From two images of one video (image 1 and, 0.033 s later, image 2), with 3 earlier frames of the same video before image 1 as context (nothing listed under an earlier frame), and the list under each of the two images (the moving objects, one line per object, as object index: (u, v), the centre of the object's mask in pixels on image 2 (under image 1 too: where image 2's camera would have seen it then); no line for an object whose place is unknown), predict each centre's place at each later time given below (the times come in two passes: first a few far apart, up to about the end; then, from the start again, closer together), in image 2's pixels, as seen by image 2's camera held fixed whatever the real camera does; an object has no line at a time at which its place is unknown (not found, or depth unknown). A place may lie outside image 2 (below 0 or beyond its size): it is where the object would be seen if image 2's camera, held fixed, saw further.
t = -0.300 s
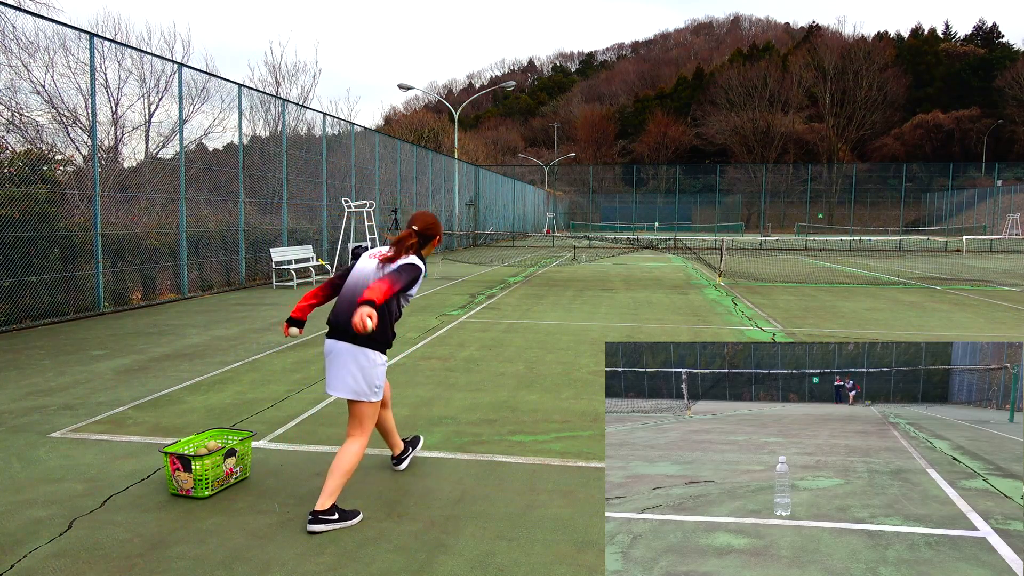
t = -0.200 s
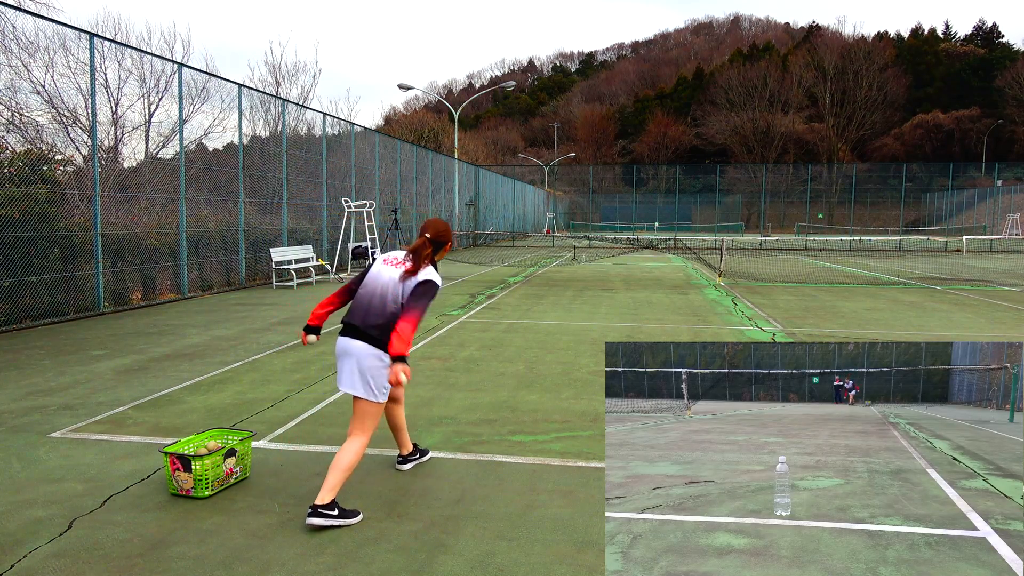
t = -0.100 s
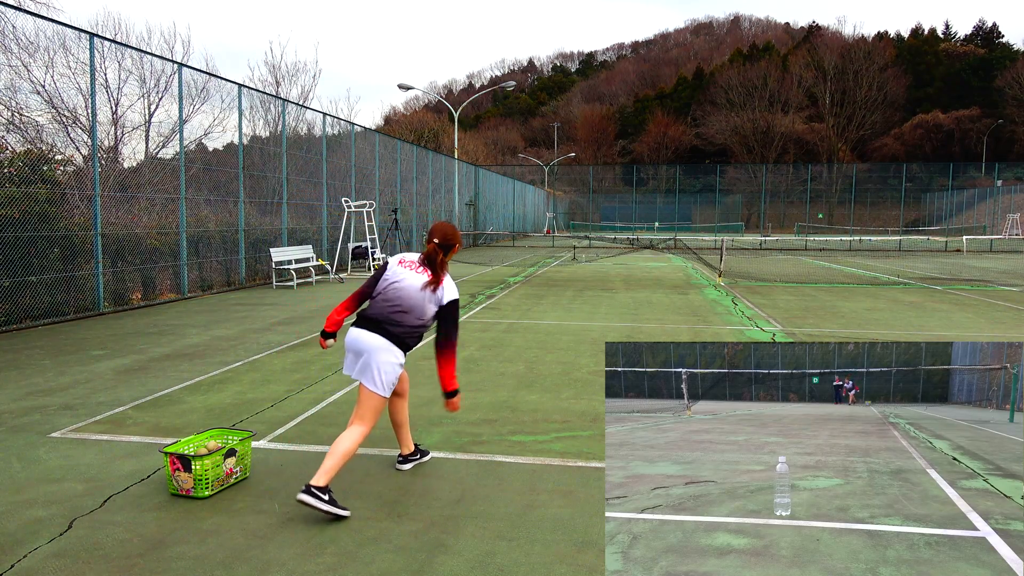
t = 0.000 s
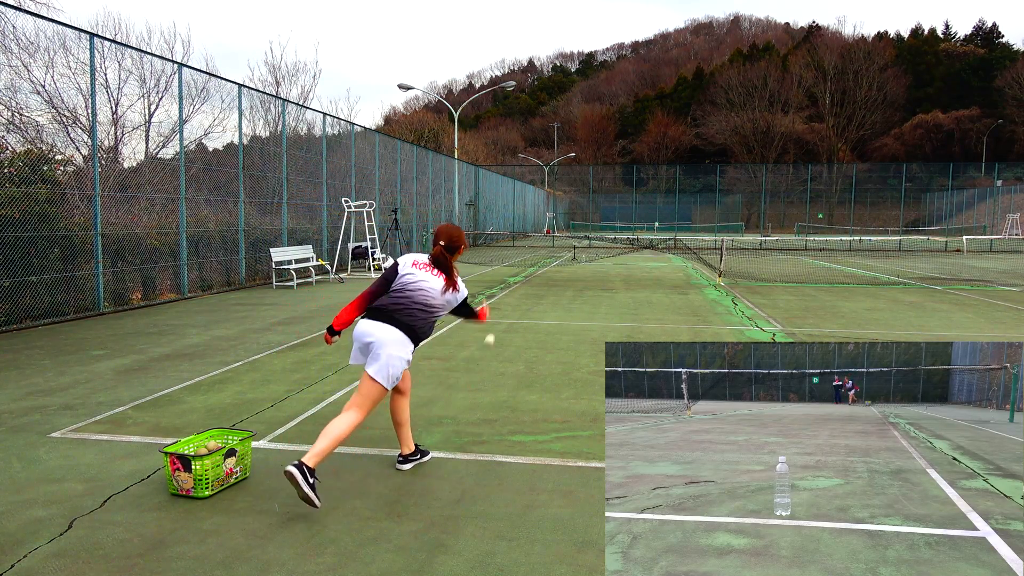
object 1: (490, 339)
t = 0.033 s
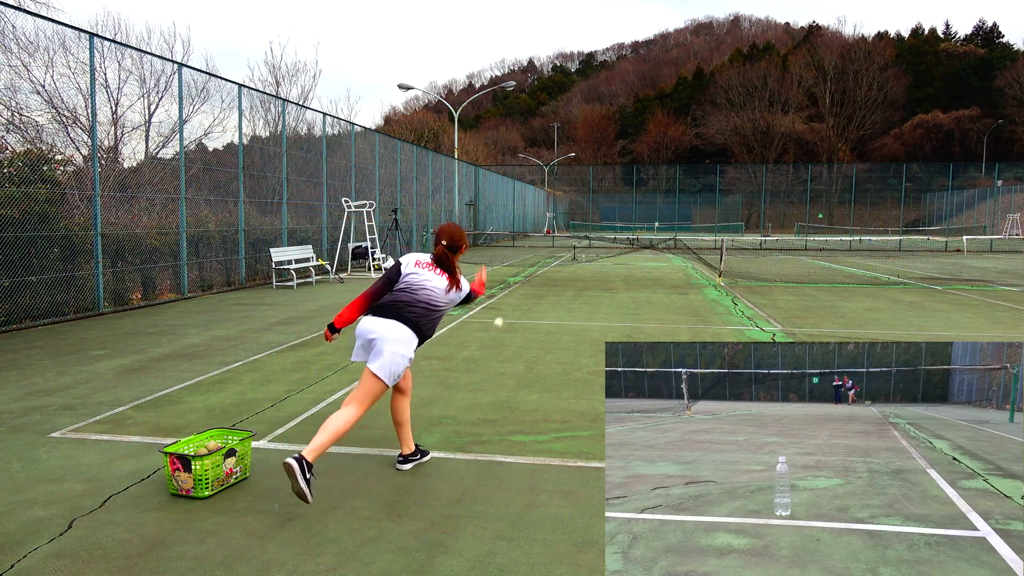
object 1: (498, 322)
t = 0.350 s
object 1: (546, 279)
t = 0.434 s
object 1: (553, 286)
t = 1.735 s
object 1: (588, 276)
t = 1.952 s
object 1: (592, 276)
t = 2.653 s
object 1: (602, 269)
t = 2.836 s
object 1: (603, 268)
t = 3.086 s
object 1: (606, 268)
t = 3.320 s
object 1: (608, 266)
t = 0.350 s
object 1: (546, 279)
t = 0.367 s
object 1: (548, 280)
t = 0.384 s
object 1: (549, 281)
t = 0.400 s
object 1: (551, 283)
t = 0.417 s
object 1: (552, 284)
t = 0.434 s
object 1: (553, 286)
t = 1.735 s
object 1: (588, 276)
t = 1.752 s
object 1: (589, 275)
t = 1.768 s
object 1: (589, 274)
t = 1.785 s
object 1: (590, 274)
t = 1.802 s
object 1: (590, 274)
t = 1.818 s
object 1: (591, 273)
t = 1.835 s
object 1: (590, 274)
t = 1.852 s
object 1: (591, 273)
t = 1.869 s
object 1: (592, 273)
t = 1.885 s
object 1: (591, 274)
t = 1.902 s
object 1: (592, 274)
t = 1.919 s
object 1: (592, 275)
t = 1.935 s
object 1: (592, 276)
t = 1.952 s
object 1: (592, 276)
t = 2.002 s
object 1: (593, 276)
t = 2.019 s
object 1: (593, 275)
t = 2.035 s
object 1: (594, 274)
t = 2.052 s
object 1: (595, 273)
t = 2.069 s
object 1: (595, 272)
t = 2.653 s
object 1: (602, 269)
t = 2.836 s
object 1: (603, 268)
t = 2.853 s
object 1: (603, 268)
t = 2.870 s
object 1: (603, 268)
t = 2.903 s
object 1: (604, 269)
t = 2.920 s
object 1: (604, 269)
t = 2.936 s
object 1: (604, 268)
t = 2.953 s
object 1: (605, 267)
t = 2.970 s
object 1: (605, 267)
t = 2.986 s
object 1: (605, 267)
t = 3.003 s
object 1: (605, 267)
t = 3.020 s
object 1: (605, 267)
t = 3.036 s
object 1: (605, 267)
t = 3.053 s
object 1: (606, 267)
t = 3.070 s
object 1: (606, 267)
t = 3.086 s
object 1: (606, 268)
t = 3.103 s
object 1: (606, 267)
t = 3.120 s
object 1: (606, 267)
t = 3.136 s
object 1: (606, 267)
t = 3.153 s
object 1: (606, 266)
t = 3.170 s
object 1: (606, 266)
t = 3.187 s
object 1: (606, 266)
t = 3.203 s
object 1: (606, 266)
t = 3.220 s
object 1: (606, 267)
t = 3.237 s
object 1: (607, 267)
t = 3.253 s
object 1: (607, 266)
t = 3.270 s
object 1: (607, 266)
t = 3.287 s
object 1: (607, 266)
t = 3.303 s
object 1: (607, 266)
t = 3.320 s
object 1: (608, 266)
